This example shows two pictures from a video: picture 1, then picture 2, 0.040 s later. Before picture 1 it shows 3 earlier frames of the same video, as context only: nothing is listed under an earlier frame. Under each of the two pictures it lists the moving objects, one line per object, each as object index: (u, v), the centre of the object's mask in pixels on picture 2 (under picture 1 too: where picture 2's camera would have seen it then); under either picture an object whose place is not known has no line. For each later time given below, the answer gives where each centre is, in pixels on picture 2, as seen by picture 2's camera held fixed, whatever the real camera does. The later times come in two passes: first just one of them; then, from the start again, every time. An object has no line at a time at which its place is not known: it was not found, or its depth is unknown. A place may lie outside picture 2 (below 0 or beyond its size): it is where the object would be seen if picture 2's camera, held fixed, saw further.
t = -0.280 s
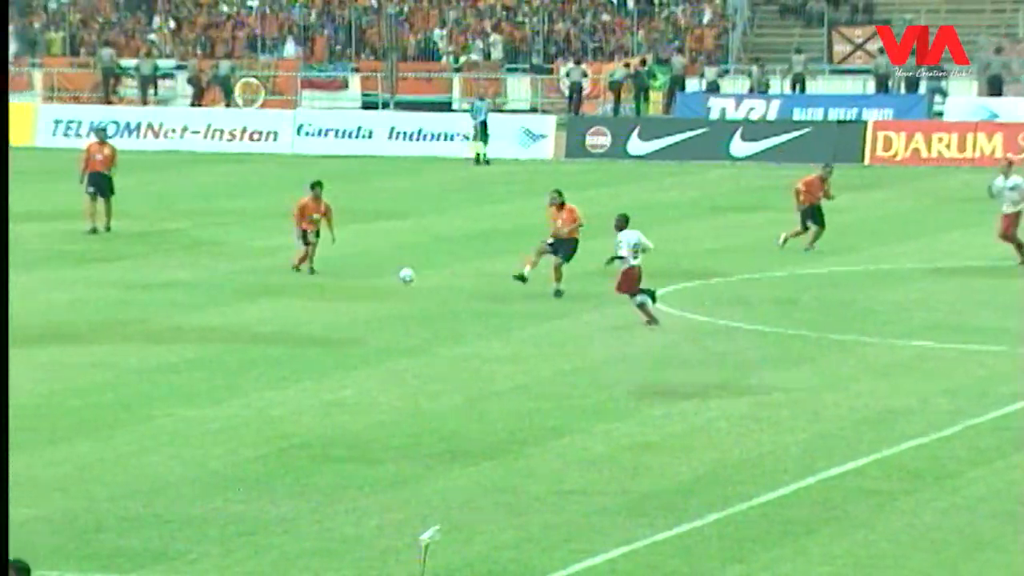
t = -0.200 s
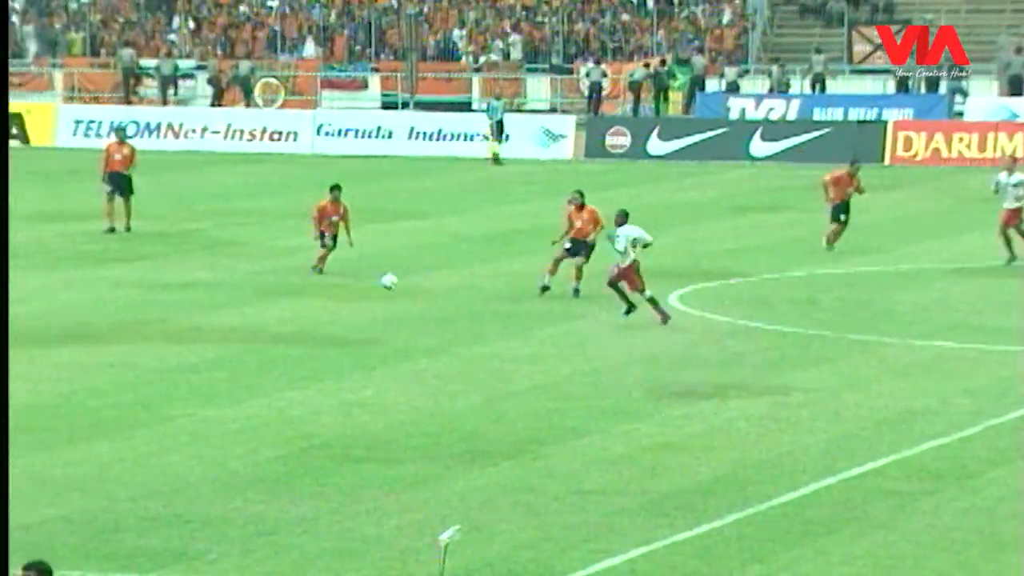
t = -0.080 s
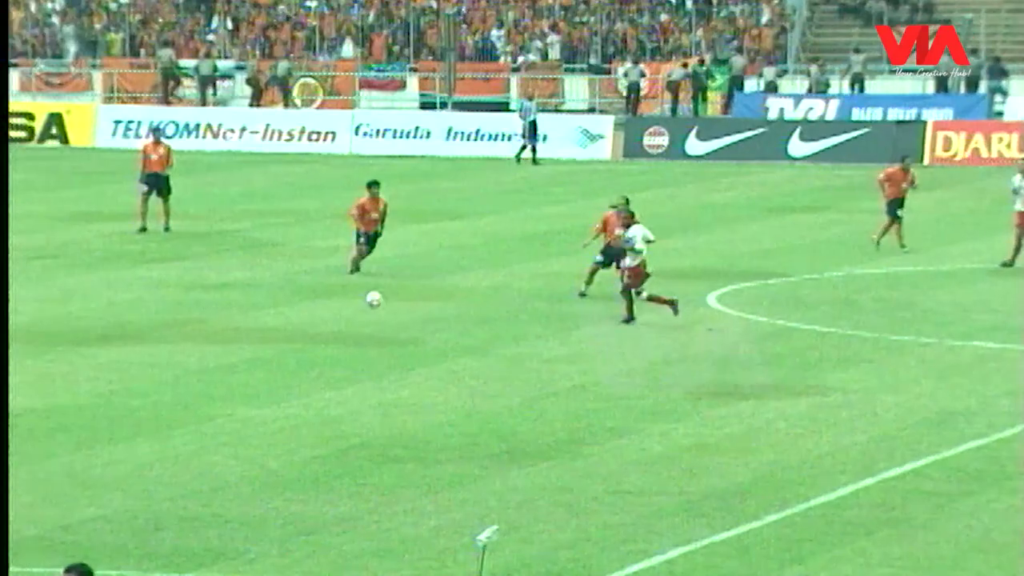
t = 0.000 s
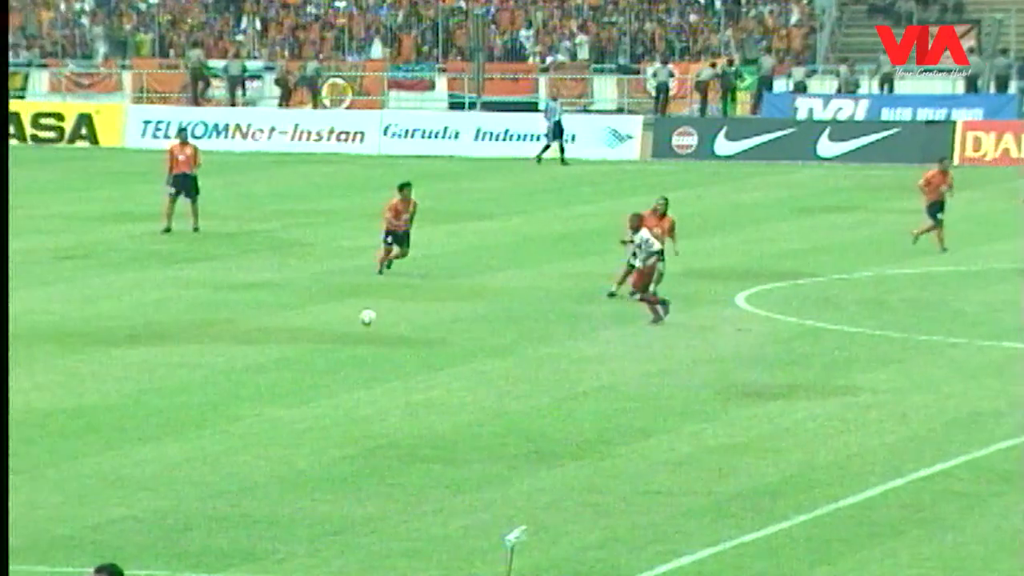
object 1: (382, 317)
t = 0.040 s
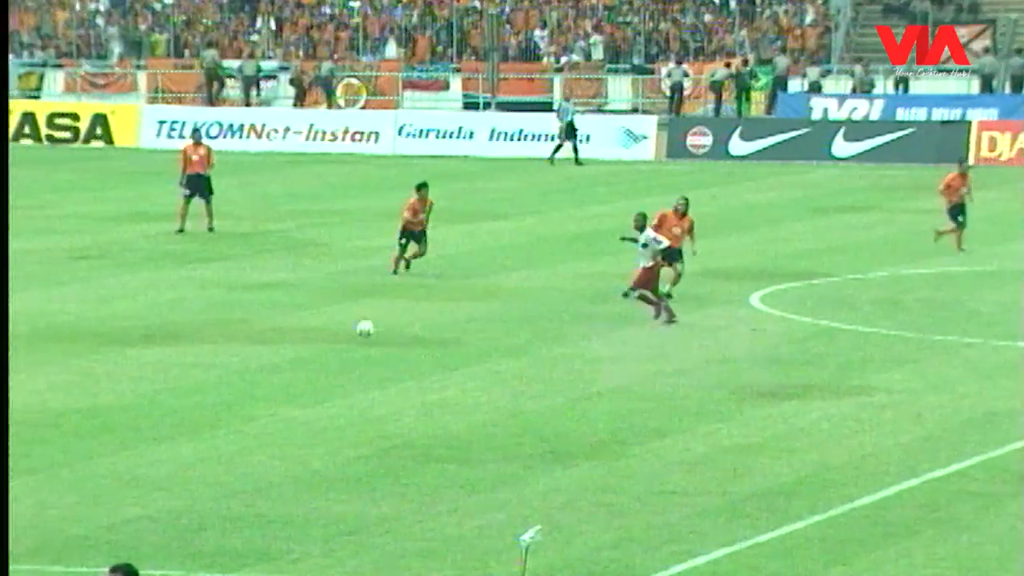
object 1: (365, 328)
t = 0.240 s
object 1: (301, 338)
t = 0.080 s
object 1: (348, 341)
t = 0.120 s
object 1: (337, 340)
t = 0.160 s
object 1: (324, 337)
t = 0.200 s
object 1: (313, 337)
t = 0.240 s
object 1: (301, 338)
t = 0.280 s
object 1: (290, 339)
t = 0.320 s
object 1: (279, 343)
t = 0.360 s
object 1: (268, 348)
